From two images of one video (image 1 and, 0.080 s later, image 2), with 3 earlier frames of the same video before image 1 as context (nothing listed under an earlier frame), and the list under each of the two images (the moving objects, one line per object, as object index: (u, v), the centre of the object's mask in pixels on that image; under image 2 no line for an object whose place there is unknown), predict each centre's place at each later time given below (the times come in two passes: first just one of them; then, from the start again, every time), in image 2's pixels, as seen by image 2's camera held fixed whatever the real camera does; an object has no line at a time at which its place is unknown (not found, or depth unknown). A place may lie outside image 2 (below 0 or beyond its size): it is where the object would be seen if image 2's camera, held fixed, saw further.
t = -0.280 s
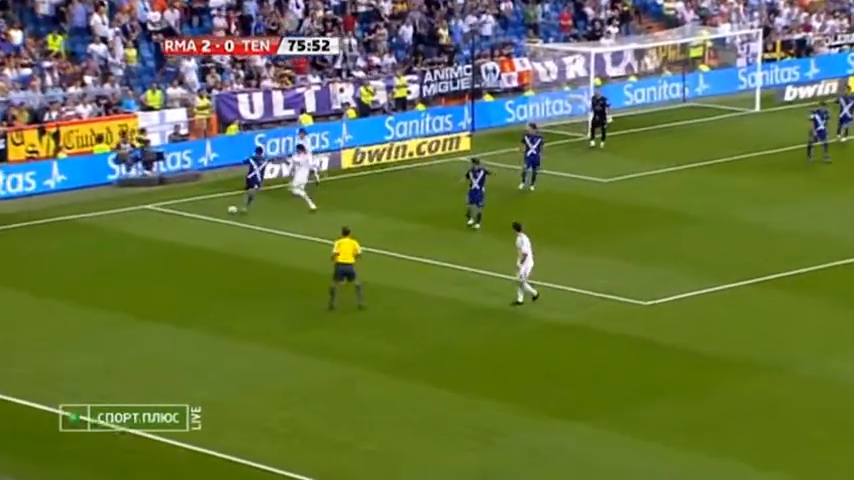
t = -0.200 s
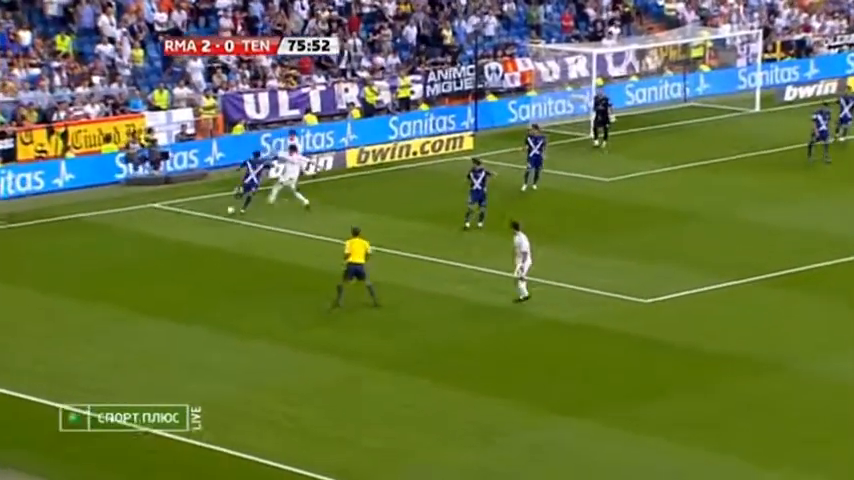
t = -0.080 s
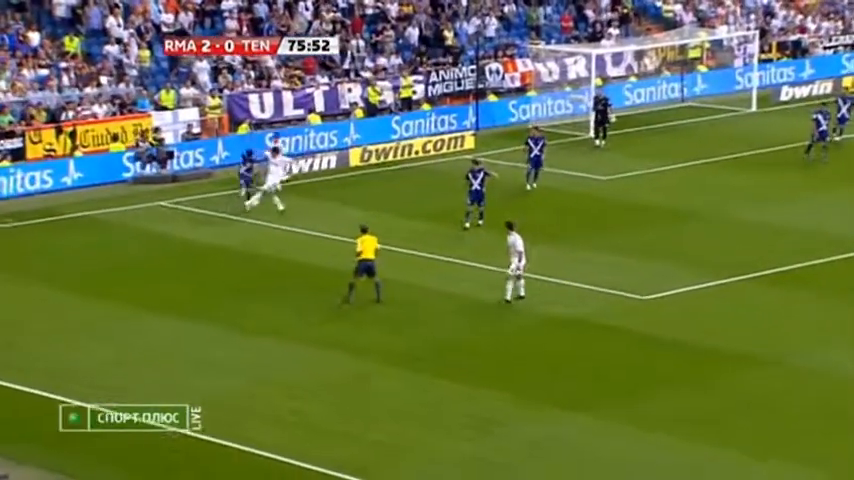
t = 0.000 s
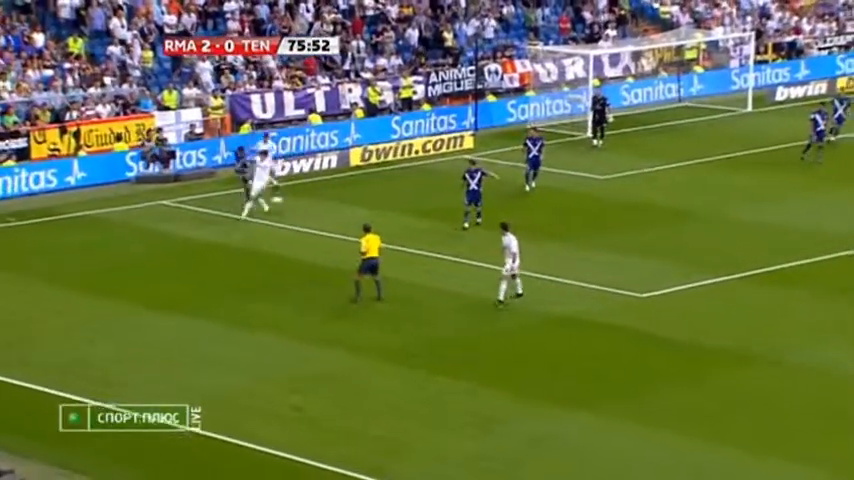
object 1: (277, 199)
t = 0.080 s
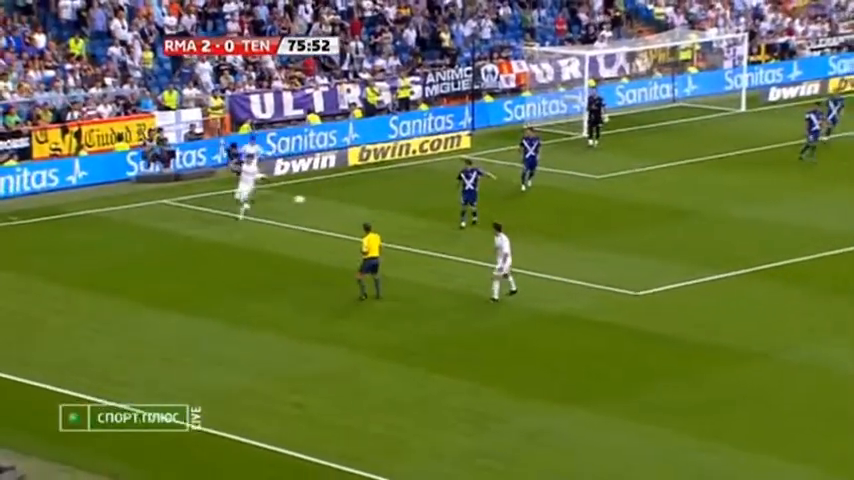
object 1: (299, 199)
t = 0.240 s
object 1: (352, 203)
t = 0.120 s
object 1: (311, 199)
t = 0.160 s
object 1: (324, 199)
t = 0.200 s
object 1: (338, 200)
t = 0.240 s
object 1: (352, 203)
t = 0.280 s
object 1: (367, 205)
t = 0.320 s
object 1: (382, 208)
